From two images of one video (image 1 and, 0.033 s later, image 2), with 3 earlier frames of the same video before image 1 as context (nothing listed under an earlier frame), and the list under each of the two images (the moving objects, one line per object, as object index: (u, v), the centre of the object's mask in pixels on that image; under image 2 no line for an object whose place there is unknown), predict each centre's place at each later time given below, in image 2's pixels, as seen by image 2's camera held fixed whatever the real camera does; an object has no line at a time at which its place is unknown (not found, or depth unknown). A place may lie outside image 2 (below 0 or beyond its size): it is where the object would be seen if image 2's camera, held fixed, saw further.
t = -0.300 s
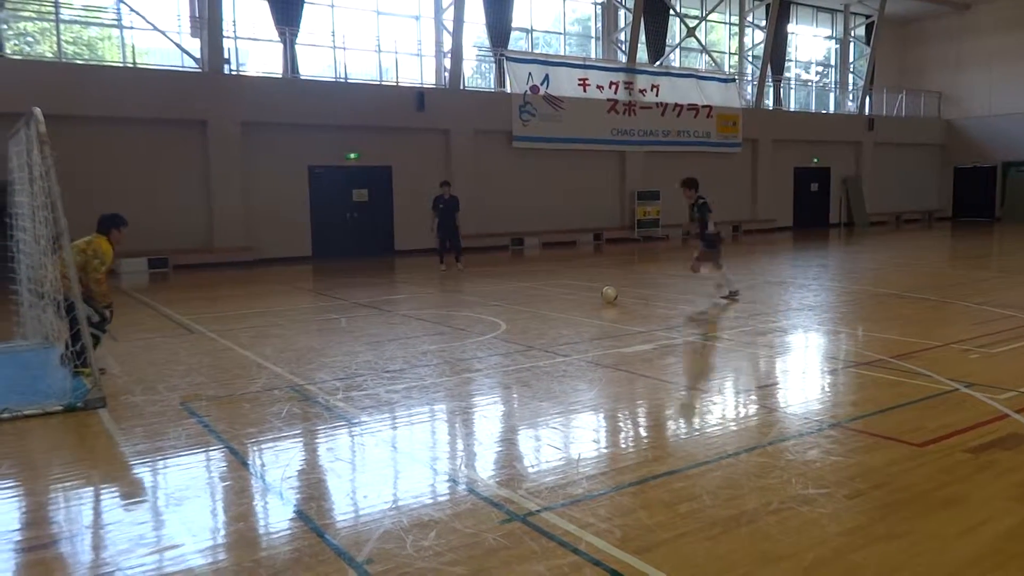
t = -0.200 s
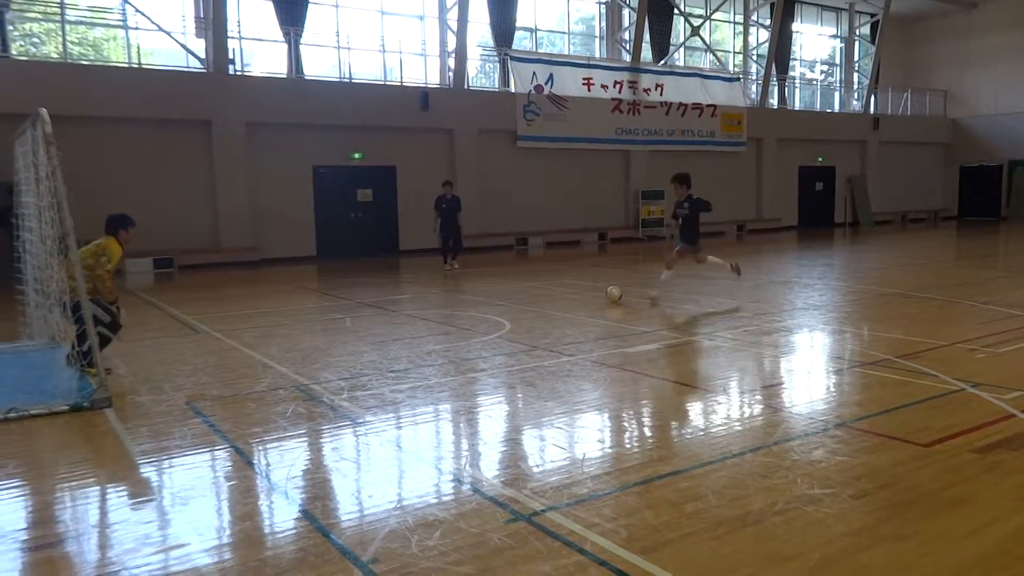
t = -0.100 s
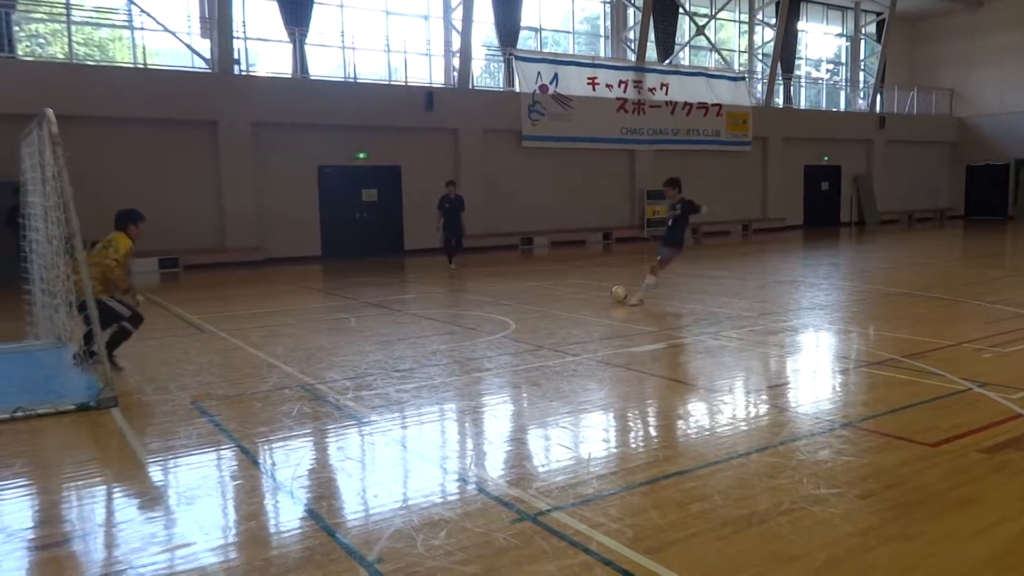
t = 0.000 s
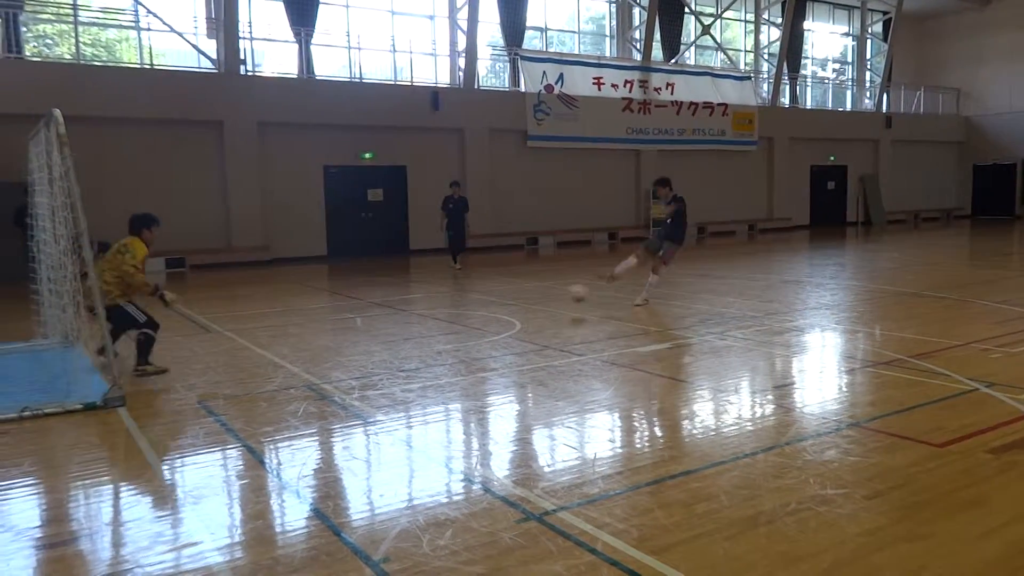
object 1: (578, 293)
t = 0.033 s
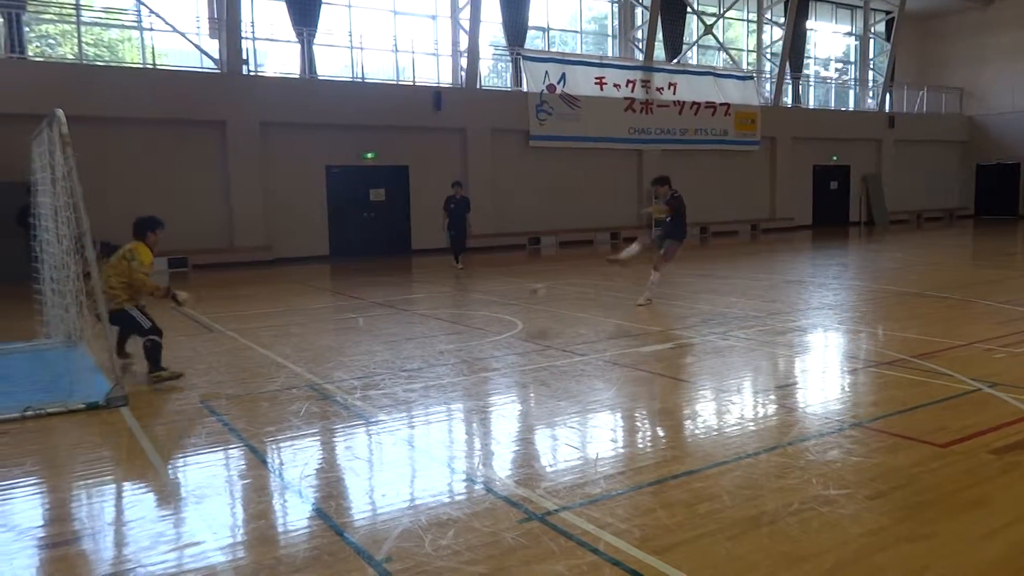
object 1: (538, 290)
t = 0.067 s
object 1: (497, 296)
